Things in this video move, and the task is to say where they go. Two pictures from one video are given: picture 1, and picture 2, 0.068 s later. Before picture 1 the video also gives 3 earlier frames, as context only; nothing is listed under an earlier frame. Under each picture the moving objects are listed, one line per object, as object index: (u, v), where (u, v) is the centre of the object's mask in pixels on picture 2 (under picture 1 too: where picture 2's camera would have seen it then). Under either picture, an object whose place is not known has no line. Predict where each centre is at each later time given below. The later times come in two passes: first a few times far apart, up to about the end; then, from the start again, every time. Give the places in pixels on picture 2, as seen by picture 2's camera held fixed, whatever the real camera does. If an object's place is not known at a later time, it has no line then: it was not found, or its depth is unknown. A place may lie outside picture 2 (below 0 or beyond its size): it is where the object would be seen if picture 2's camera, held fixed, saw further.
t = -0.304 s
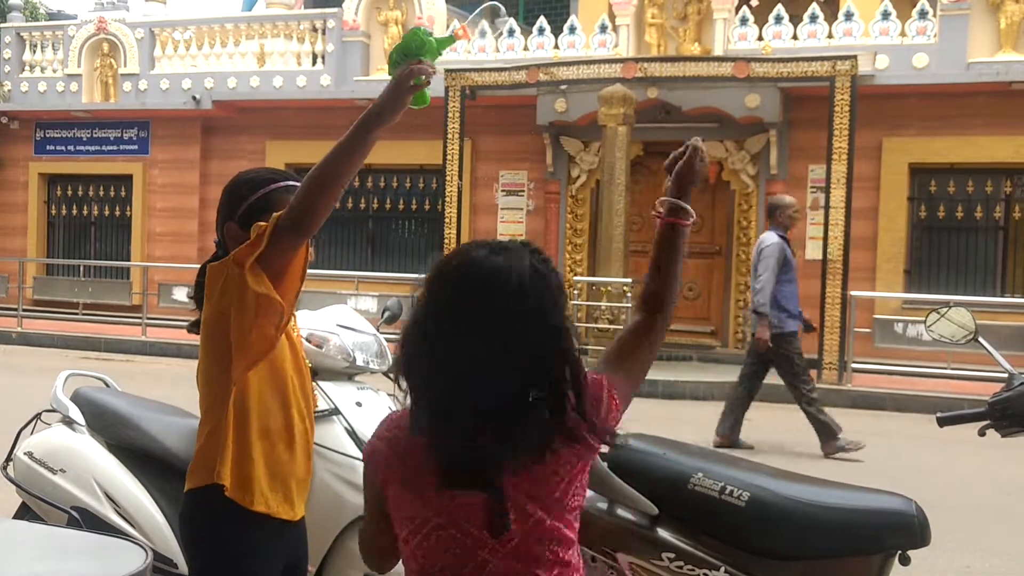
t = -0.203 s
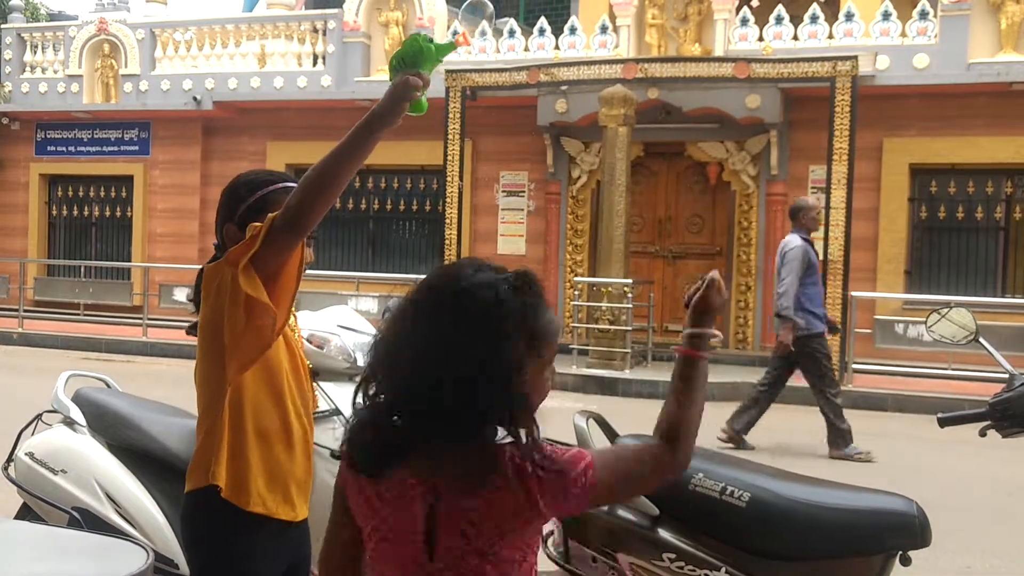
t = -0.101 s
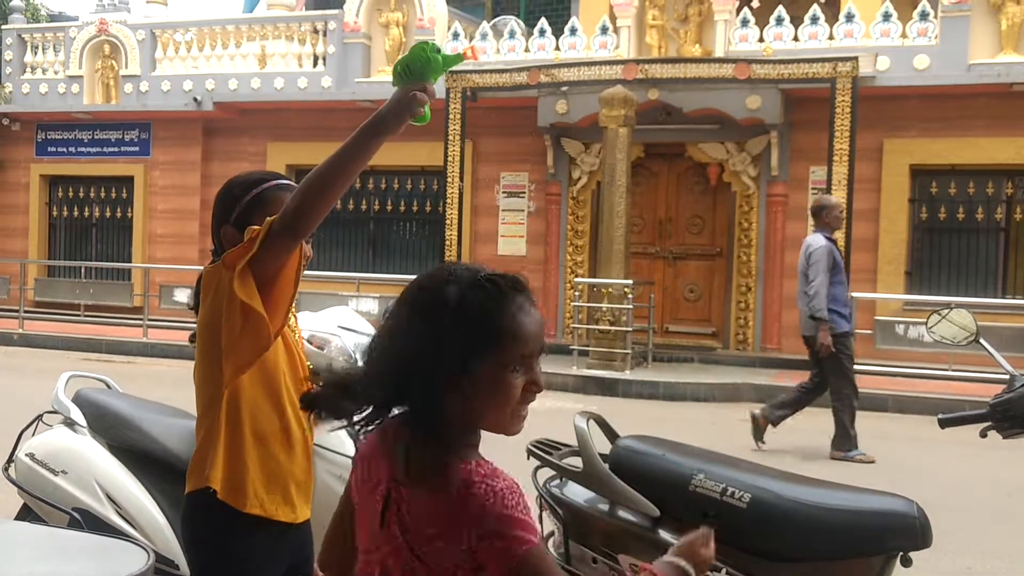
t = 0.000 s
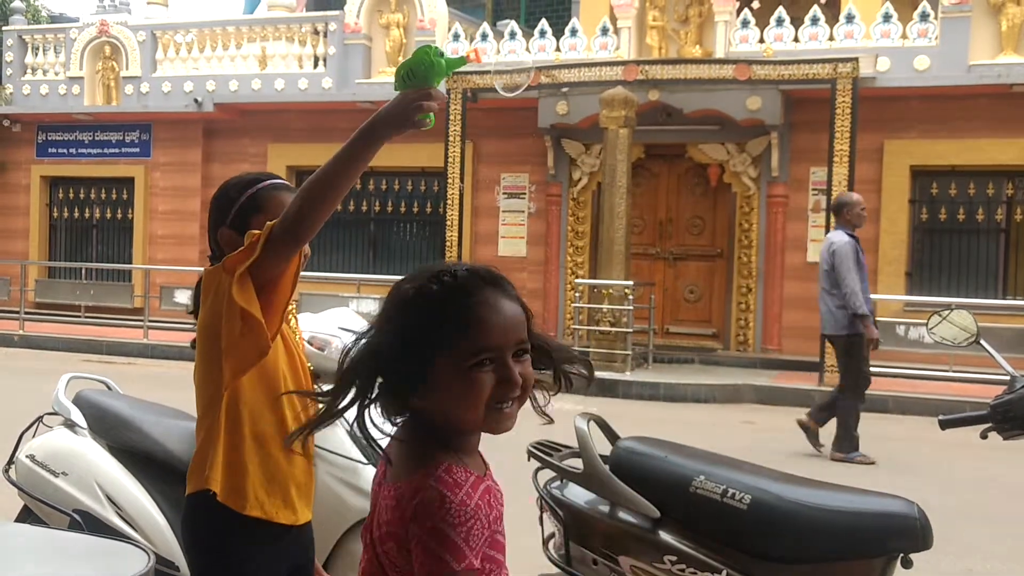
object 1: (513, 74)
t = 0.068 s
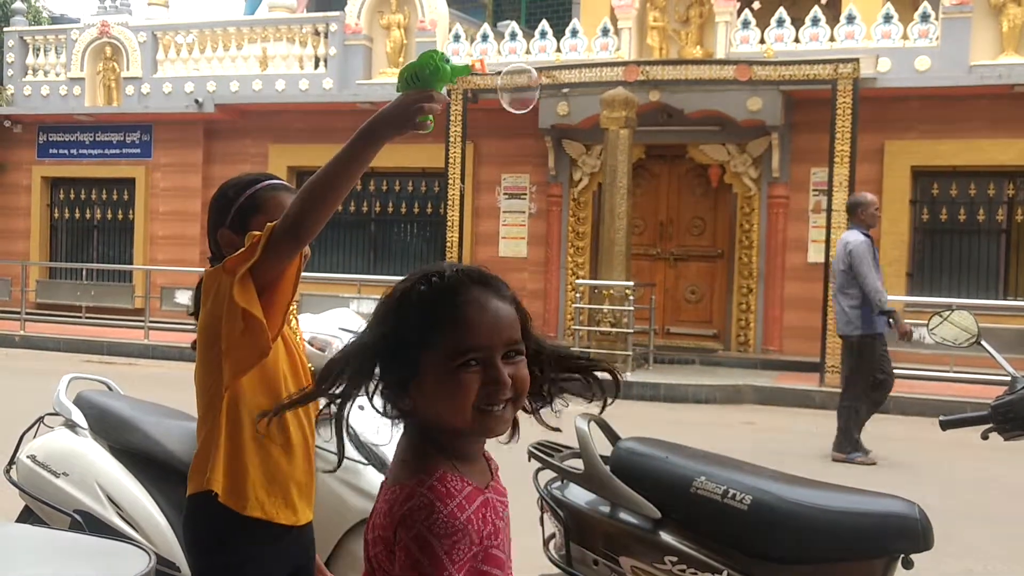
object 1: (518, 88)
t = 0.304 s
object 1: (557, 129)
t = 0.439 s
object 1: (589, 150)
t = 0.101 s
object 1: (522, 95)
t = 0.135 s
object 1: (527, 102)
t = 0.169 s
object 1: (532, 108)
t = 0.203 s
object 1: (537, 113)
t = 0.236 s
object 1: (544, 119)
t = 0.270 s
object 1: (550, 124)
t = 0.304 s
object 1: (557, 129)
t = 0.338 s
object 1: (565, 134)
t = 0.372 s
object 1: (573, 140)
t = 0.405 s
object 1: (581, 145)
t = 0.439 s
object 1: (589, 150)
